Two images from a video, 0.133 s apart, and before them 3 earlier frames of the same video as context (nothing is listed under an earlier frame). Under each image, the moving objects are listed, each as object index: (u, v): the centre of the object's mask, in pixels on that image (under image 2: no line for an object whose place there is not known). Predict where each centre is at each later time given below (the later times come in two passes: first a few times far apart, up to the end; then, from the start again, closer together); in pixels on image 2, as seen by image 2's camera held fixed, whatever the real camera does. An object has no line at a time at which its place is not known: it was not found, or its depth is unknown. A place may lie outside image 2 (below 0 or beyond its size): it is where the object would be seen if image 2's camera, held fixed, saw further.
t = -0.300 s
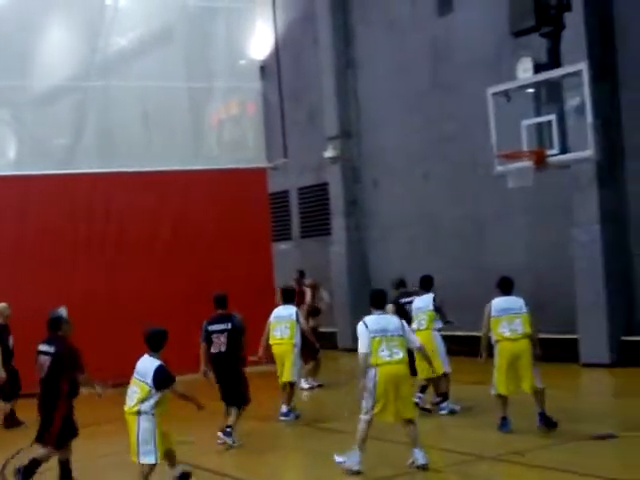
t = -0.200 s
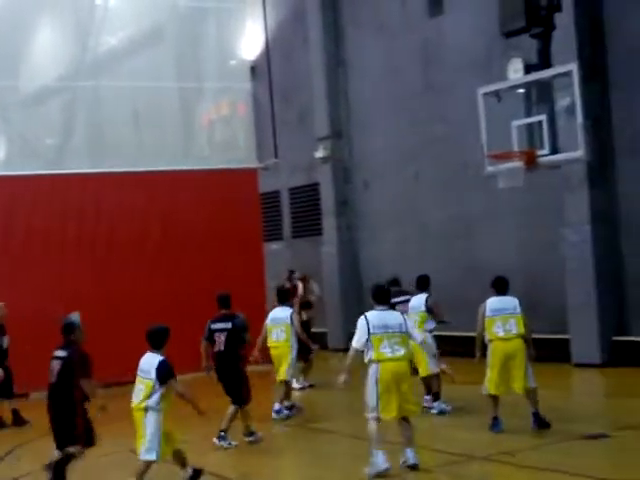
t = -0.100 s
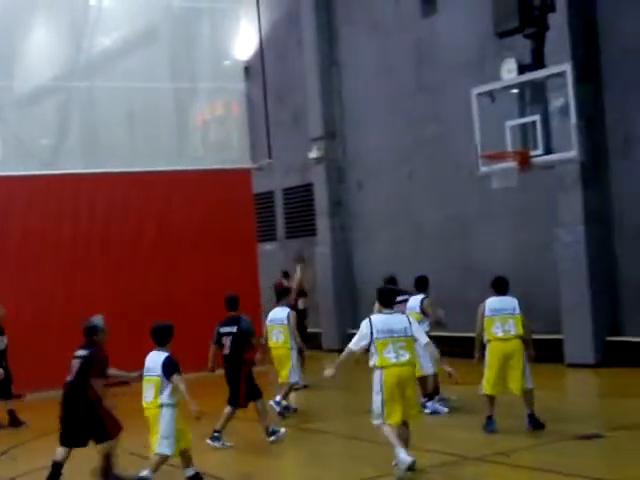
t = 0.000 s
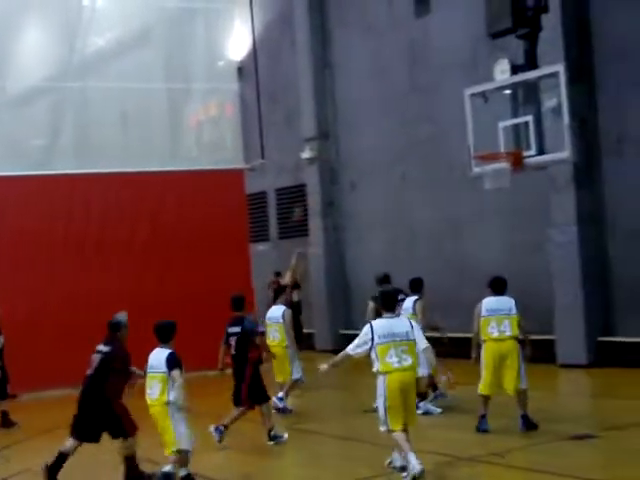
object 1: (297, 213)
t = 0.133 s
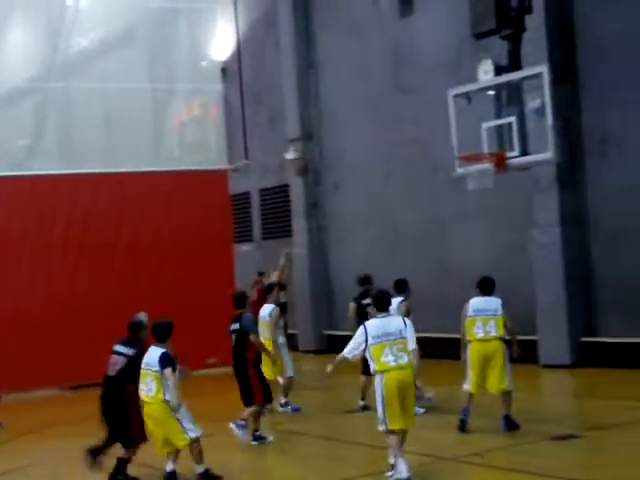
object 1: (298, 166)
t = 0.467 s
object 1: (351, 91)
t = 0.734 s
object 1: (399, 79)
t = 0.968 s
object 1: (451, 114)
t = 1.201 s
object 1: (484, 116)
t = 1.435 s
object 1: (473, 96)
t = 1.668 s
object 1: (466, 119)
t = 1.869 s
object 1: (463, 178)
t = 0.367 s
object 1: (334, 108)
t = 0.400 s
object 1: (340, 101)
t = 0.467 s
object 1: (351, 91)
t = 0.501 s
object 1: (356, 86)
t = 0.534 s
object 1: (362, 83)
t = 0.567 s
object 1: (368, 81)
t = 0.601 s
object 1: (374, 79)
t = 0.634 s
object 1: (380, 78)
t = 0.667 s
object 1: (387, 77)
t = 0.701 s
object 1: (392, 78)
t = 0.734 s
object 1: (399, 79)
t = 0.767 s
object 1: (406, 82)
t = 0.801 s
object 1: (413, 85)
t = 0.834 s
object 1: (420, 89)
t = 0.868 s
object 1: (428, 93)
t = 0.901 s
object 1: (436, 100)
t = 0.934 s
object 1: (443, 107)
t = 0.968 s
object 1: (451, 114)
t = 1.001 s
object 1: (460, 123)
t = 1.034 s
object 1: (468, 134)
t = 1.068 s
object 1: (476, 143)
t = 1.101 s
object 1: (483, 143)
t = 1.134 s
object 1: (486, 132)
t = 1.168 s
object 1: (485, 122)
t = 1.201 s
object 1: (484, 116)
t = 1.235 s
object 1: (483, 110)
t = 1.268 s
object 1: (480, 106)
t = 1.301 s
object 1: (479, 102)
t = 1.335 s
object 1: (476, 100)
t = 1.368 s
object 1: (475, 97)
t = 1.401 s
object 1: (473, 96)
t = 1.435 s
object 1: (473, 96)
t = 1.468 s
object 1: (472, 95)
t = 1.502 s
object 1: (470, 97)
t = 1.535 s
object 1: (470, 100)
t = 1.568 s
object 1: (469, 103)
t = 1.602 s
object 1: (468, 105)
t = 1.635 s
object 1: (467, 112)
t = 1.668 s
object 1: (466, 119)
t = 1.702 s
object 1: (466, 125)
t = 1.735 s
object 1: (465, 133)
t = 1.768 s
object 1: (465, 142)
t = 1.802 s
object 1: (464, 153)
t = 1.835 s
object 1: (463, 165)
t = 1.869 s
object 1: (463, 178)
